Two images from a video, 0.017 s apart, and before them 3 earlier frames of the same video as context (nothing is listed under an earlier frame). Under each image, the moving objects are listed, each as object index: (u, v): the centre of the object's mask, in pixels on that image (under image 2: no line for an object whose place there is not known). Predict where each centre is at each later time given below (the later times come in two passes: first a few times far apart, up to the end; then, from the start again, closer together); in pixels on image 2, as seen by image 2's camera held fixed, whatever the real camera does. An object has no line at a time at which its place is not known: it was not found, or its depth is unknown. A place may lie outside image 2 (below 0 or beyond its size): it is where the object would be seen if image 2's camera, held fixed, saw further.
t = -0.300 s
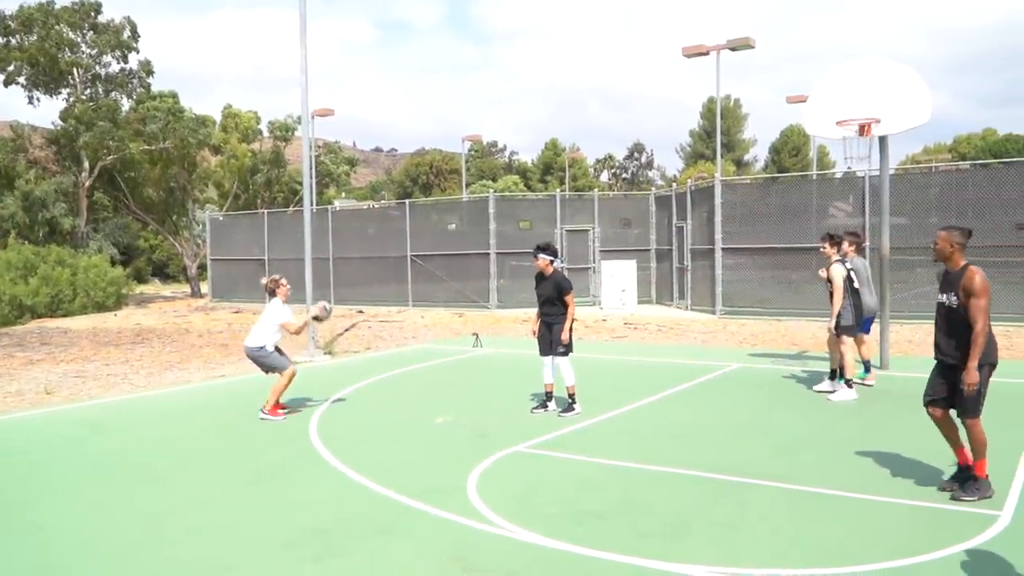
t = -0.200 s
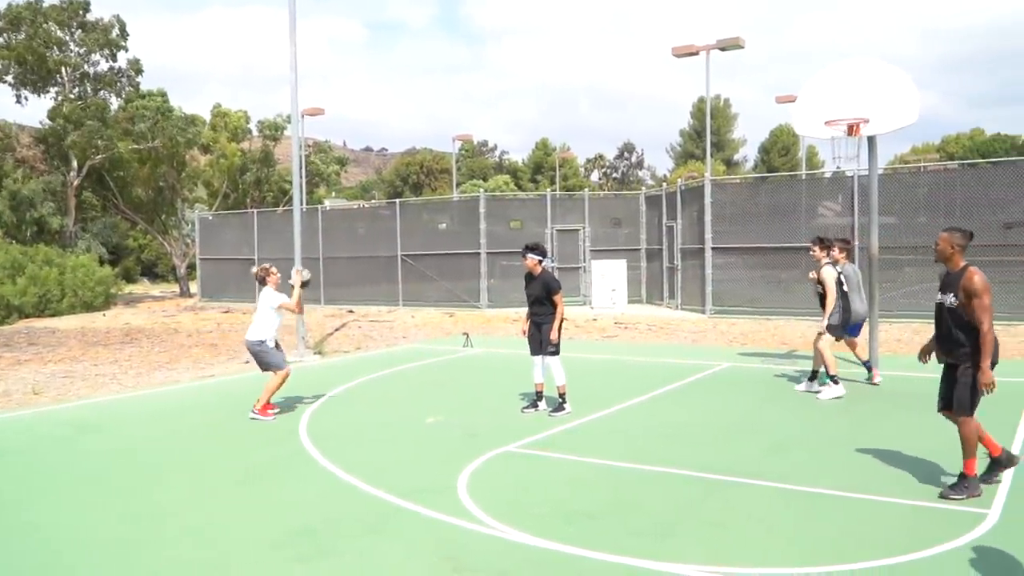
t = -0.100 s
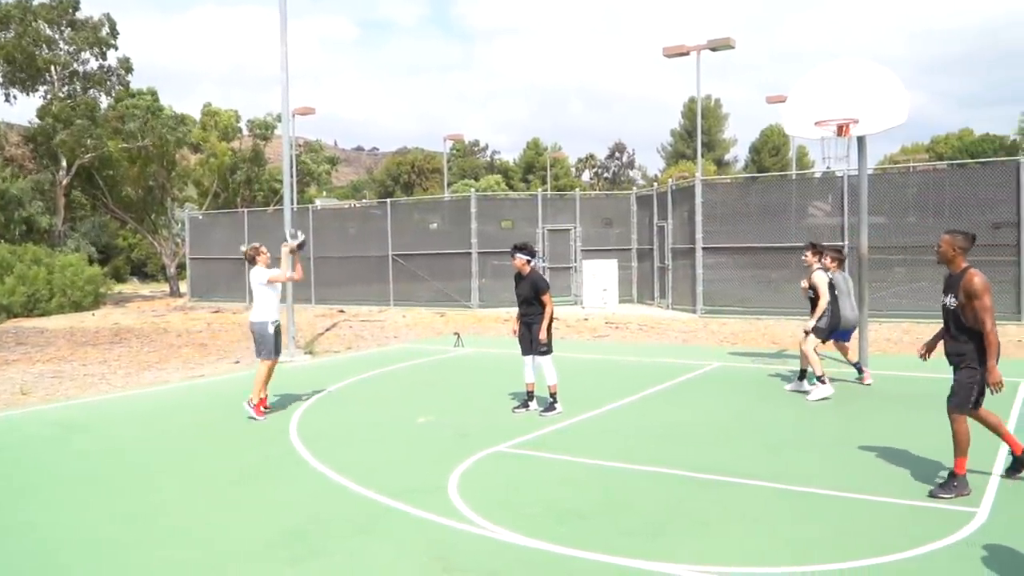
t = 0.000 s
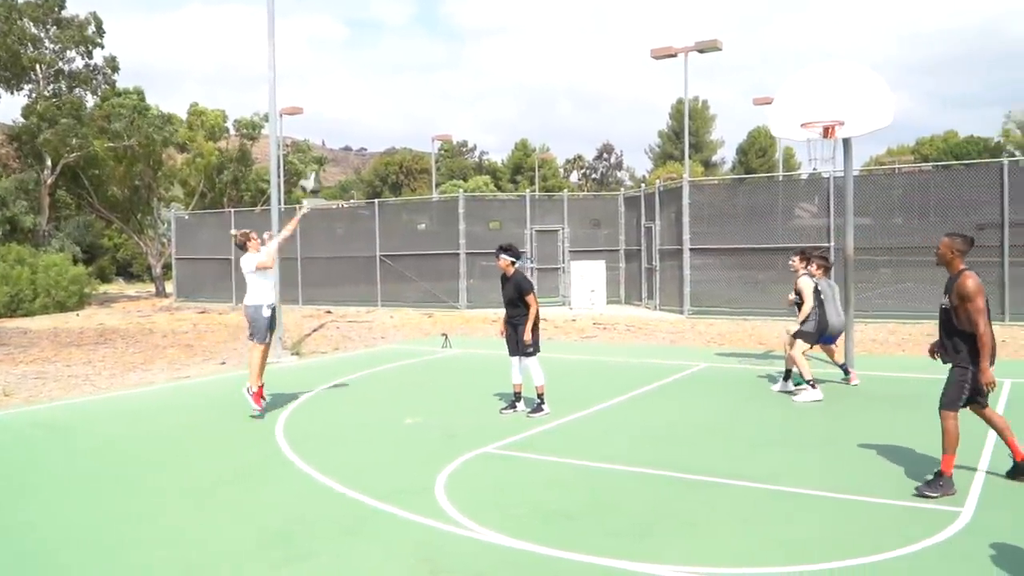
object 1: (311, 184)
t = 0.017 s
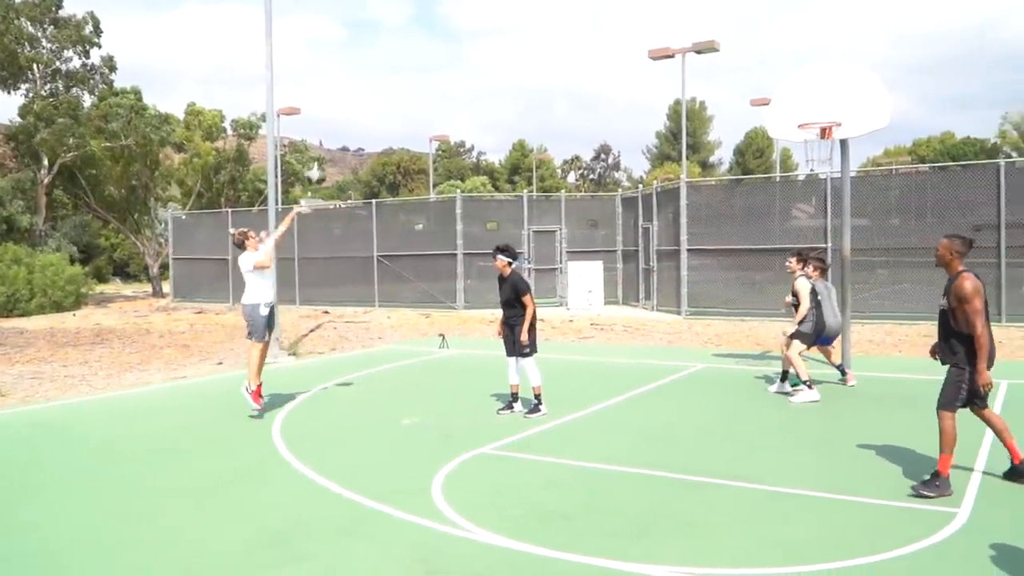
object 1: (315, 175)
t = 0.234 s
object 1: (408, 68)
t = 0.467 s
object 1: (502, 4)
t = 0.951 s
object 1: (680, 25)
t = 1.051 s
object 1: (715, 54)
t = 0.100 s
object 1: (351, 128)
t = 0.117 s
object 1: (358, 120)
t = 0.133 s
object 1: (365, 111)
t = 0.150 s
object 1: (372, 103)
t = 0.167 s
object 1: (380, 96)
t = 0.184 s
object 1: (387, 89)
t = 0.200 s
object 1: (394, 82)
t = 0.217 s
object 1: (401, 75)
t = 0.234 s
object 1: (408, 68)
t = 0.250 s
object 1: (415, 62)
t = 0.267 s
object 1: (421, 56)
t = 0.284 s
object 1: (428, 50)
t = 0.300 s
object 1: (435, 45)
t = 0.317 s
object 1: (442, 39)
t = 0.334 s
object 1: (449, 34)
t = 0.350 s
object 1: (455, 30)
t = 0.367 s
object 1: (462, 26)
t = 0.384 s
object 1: (469, 21)
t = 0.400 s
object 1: (475, 17)
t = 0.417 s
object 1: (482, 14)
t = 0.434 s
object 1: (489, 10)
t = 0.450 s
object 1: (495, 7)
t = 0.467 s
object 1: (502, 4)
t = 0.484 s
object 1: (508, 1)
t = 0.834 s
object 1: (638, 1)
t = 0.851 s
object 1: (644, 4)
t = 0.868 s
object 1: (650, 7)
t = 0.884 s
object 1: (656, 10)
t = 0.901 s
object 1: (662, 13)
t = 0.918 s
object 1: (668, 17)
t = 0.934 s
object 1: (674, 21)
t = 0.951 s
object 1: (680, 25)
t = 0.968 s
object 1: (686, 29)
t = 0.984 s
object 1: (691, 33)
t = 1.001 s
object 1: (697, 38)
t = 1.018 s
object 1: (703, 43)
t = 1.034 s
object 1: (708, 48)
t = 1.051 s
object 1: (715, 54)
